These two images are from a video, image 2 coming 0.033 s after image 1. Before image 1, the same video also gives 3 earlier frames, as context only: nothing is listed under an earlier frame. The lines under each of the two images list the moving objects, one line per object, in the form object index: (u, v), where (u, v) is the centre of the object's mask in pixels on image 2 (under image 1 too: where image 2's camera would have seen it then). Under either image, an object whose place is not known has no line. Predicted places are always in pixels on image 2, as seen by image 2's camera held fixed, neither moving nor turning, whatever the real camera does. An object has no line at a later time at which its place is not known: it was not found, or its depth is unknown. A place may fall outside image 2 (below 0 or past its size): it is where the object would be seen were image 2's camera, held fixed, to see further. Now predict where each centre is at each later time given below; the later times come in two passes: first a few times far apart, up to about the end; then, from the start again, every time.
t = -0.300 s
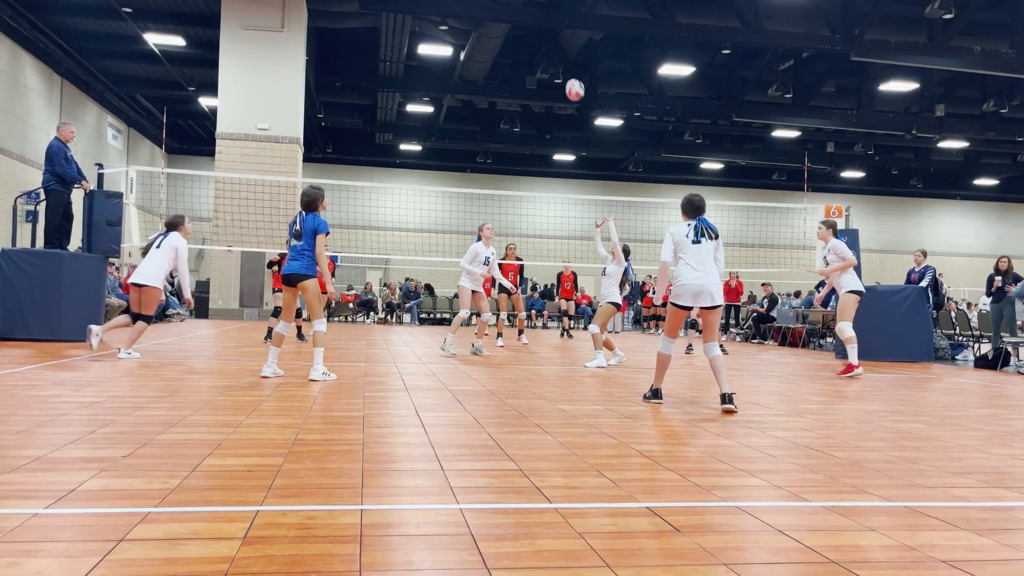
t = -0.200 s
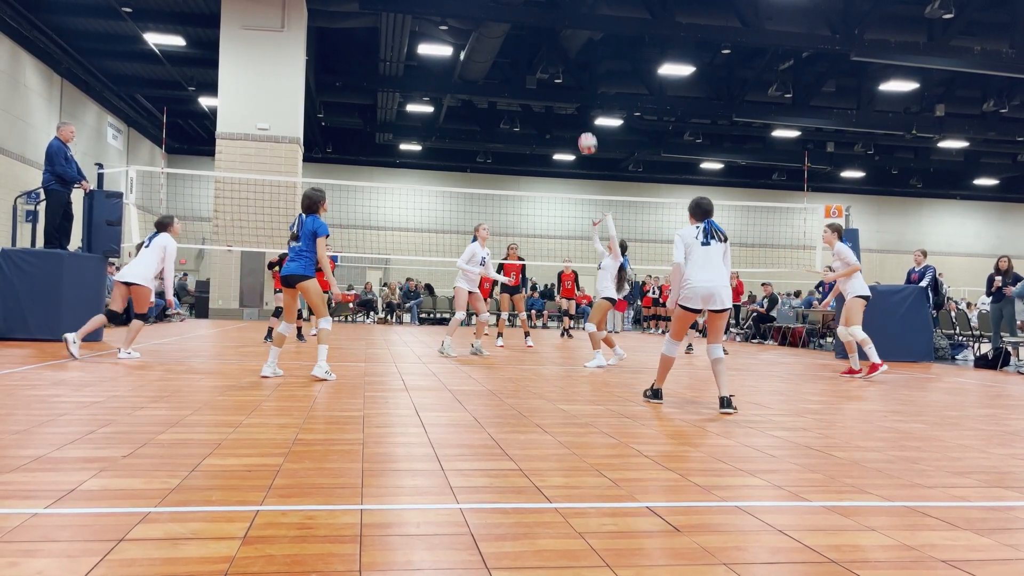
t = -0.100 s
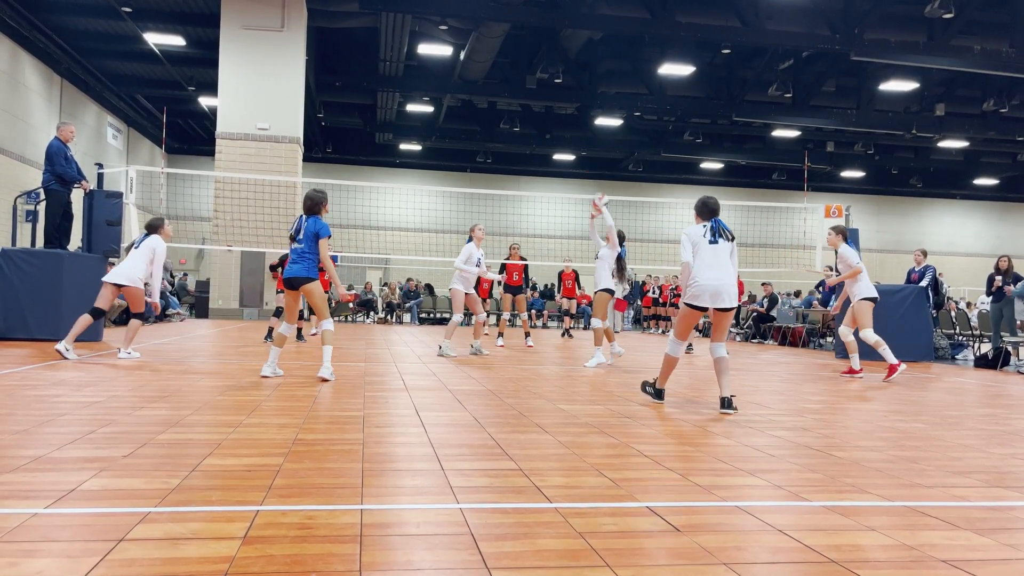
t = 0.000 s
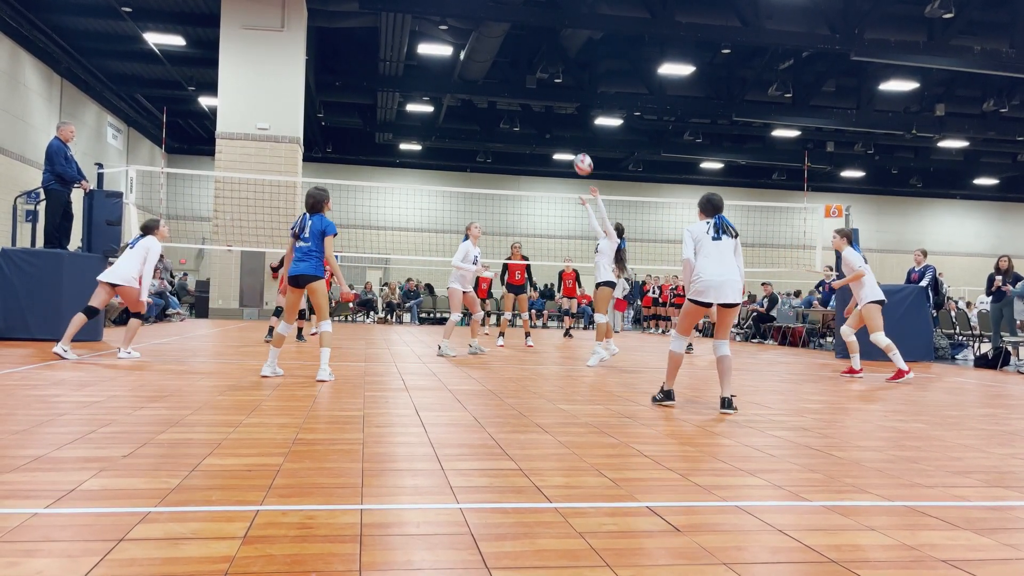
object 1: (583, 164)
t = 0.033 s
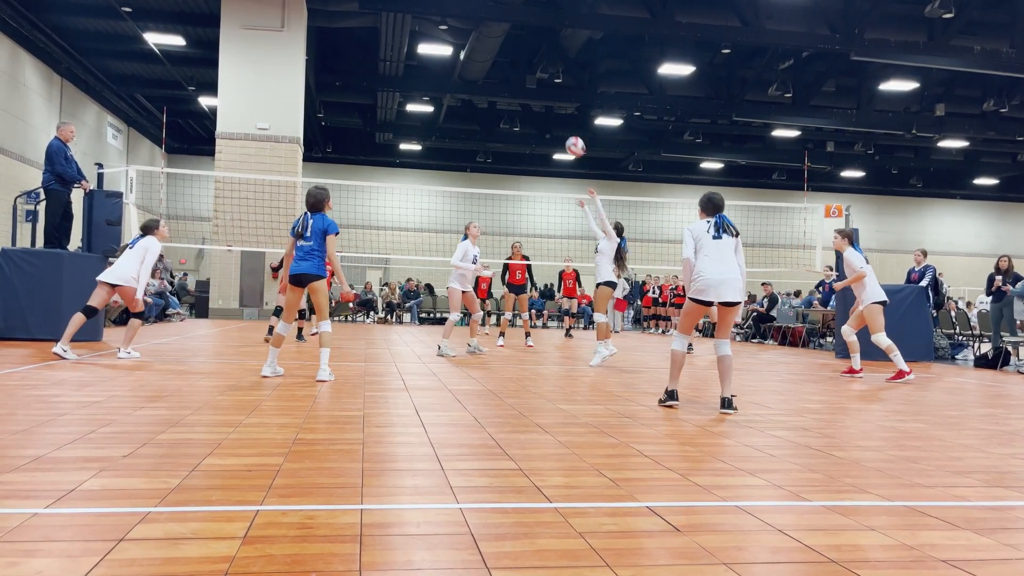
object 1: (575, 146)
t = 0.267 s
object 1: (519, 53)
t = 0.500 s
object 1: (463, 8)
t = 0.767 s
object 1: (397, 13)
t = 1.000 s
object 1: (340, 69)
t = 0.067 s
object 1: (567, 130)
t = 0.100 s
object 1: (559, 115)
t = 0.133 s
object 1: (551, 101)
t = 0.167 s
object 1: (543, 87)
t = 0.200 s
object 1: (535, 75)
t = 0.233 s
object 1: (527, 63)
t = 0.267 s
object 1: (519, 53)
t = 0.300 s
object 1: (511, 43)
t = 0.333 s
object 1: (503, 34)
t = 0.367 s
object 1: (495, 27)
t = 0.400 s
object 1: (487, 20)
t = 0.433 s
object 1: (478, 15)
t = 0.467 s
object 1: (470, 10)
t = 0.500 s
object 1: (463, 8)
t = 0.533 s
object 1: (454, 7)
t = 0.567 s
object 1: (446, 6)
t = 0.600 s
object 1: (438, 5)
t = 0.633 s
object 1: (430, 5)
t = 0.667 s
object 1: (422, 6)
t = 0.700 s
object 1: (414, 7)
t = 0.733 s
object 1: (406, 9)
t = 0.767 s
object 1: (397, 13)
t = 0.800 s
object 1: (389, 18)
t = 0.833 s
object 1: (381, 24)
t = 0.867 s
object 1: (373, 31)
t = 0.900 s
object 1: (365, 39)
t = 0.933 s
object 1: (357, 48)
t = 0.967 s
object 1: (348, 58)
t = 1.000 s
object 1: (340, 69)
